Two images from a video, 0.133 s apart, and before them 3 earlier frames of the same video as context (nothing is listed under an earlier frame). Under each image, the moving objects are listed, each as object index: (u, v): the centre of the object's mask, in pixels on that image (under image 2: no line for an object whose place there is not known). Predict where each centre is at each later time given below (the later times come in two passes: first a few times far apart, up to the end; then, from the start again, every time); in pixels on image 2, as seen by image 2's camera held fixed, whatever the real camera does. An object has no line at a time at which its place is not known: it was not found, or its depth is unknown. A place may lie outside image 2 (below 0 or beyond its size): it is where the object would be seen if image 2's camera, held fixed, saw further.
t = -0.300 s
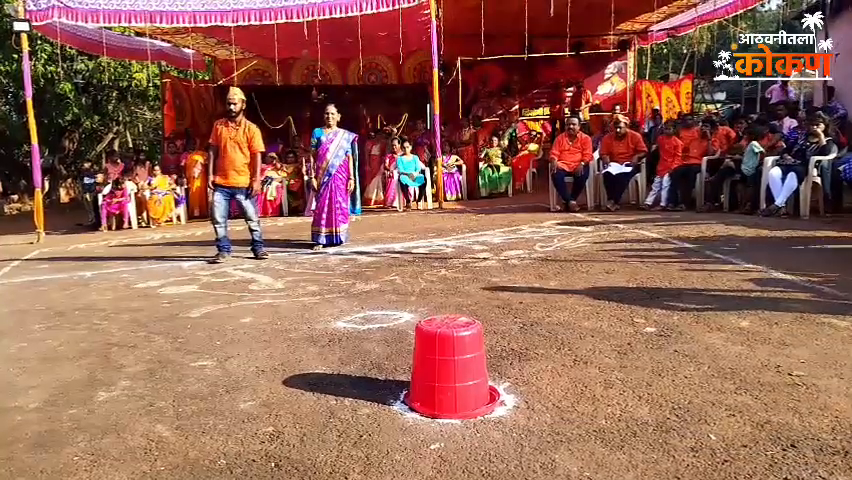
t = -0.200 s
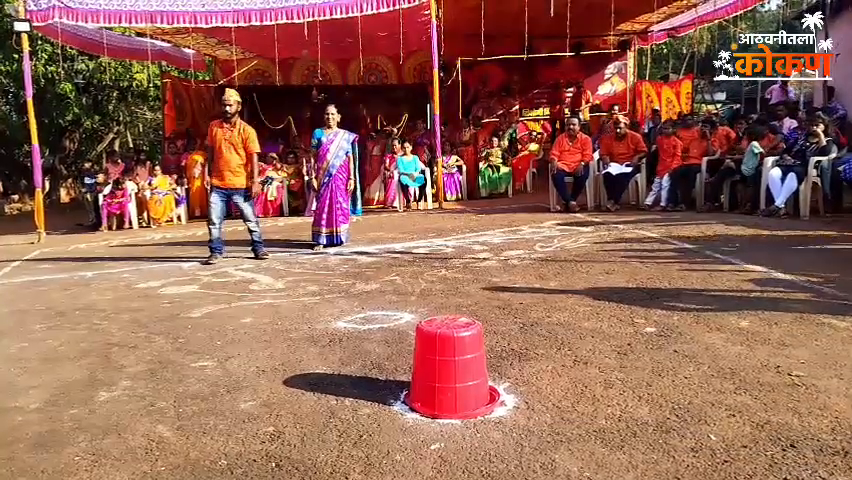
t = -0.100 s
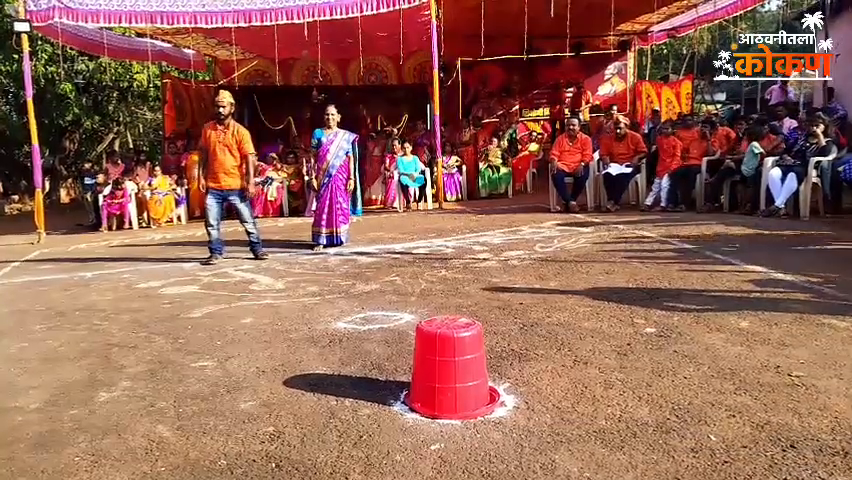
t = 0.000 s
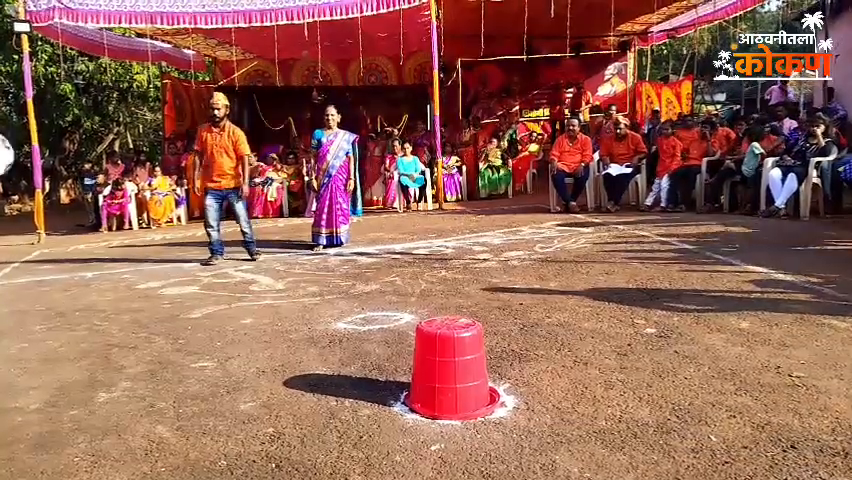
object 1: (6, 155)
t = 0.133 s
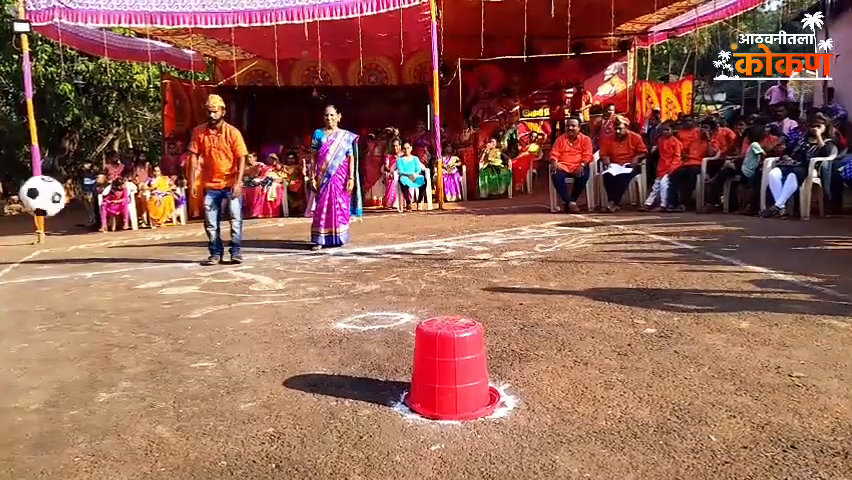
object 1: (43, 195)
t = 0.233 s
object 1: (77, 242)
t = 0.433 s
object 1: (126, 253)
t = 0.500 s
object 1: (137, 226)
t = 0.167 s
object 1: (55, 210)
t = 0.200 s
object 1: (67, 225)
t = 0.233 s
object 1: (77, 242)
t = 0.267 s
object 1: (87, 258)
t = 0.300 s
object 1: (98, 277)
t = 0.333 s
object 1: (107, 297)
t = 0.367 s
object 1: (114, 287)
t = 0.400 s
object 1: (120, 269)
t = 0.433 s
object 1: (126, 253)
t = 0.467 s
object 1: (131, 238)
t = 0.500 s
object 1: (137, 226)
